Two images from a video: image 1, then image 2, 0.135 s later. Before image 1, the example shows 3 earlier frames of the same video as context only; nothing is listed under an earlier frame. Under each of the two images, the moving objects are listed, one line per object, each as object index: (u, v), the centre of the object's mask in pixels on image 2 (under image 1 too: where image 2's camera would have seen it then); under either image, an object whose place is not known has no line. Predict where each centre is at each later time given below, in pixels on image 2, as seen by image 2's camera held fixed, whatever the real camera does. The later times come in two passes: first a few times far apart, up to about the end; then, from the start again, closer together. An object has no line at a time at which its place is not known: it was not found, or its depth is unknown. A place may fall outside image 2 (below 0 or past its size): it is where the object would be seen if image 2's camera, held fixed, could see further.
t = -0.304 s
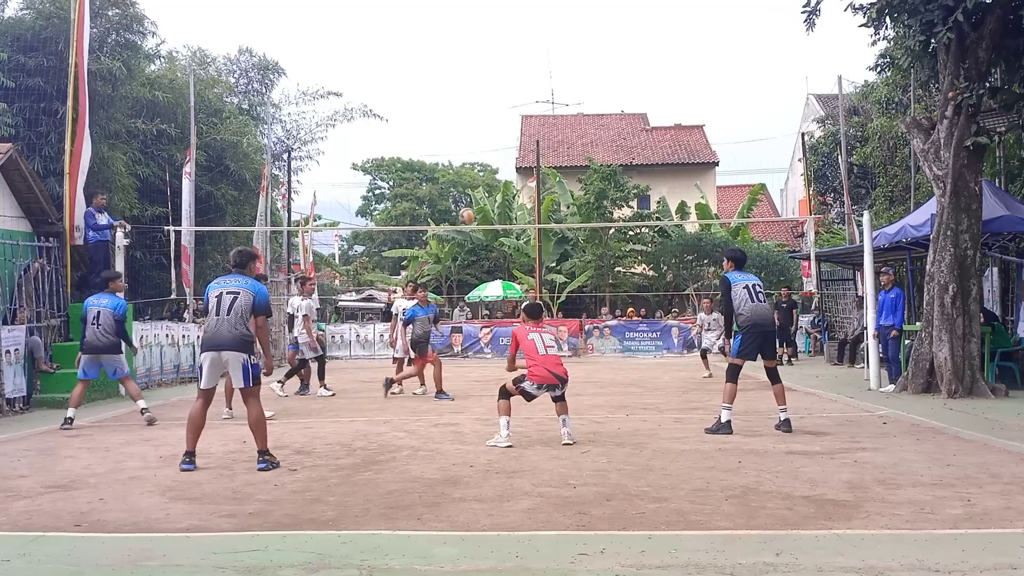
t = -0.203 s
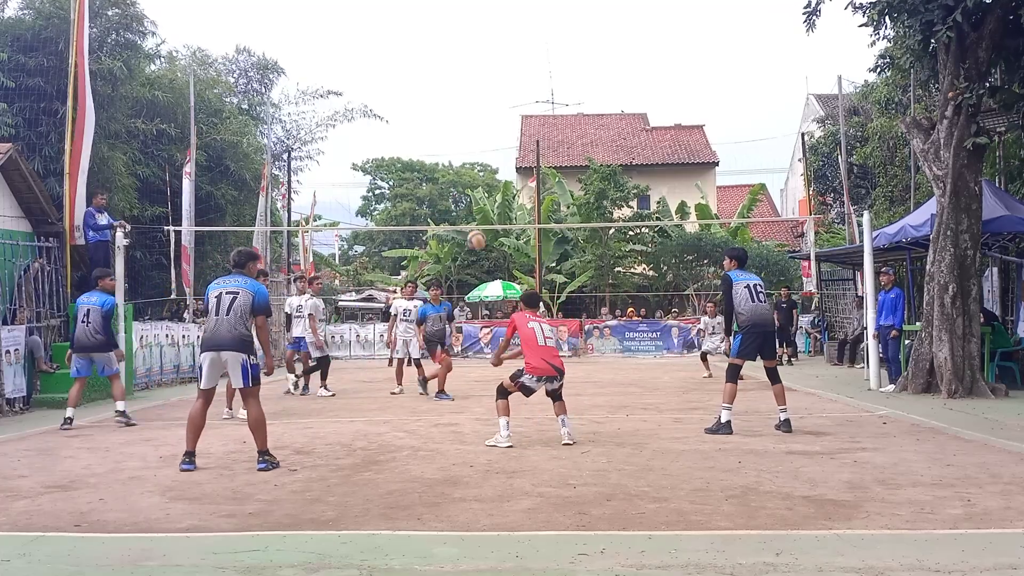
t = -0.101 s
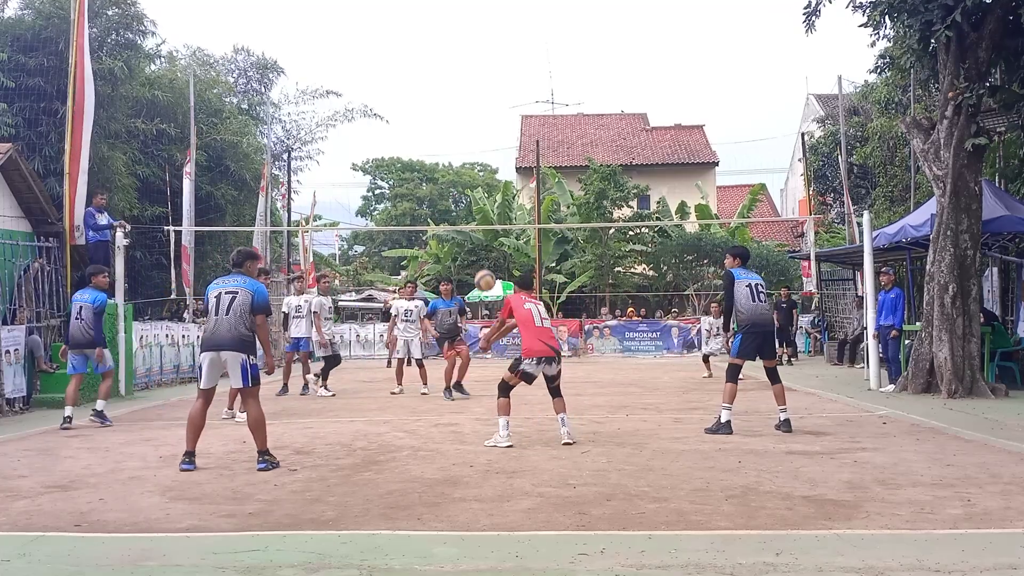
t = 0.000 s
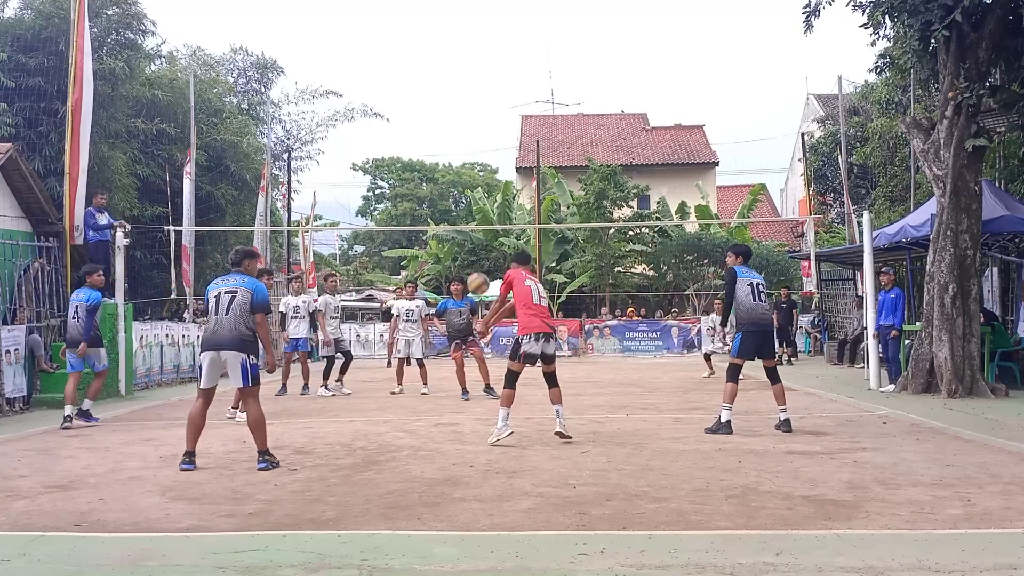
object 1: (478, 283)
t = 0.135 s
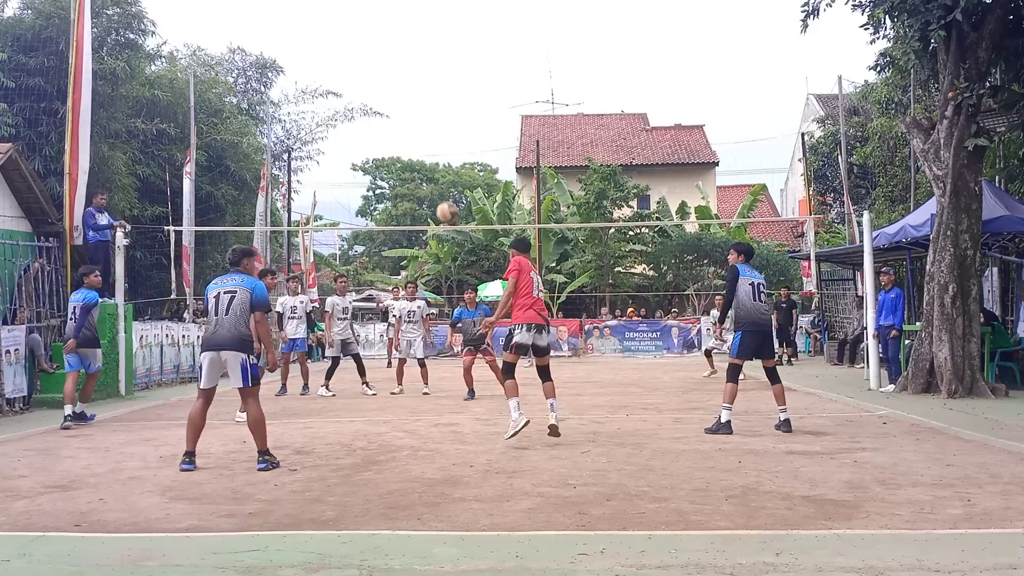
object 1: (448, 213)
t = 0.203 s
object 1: (433, 185)
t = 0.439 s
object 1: (388, 135)
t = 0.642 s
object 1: (356, 134)
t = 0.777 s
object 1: (337, 152)
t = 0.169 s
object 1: (440, 198)
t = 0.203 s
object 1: (433, 185)
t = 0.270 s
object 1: (419, 166)
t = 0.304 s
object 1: (413, 156)
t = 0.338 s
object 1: (406, 149)
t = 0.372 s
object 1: (400, 143)
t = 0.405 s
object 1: (394, 138)
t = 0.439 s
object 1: (388, 135)
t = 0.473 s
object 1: (382, 132)
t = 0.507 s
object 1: (377, 130)
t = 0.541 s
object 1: (372, 130)
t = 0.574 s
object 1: (366, 130)
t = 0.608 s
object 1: (361, 131)
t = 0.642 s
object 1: (356, 134)
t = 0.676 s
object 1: (351, 137)
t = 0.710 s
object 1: (346, 141)
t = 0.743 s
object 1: (341, 146)
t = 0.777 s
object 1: (337, 152)
